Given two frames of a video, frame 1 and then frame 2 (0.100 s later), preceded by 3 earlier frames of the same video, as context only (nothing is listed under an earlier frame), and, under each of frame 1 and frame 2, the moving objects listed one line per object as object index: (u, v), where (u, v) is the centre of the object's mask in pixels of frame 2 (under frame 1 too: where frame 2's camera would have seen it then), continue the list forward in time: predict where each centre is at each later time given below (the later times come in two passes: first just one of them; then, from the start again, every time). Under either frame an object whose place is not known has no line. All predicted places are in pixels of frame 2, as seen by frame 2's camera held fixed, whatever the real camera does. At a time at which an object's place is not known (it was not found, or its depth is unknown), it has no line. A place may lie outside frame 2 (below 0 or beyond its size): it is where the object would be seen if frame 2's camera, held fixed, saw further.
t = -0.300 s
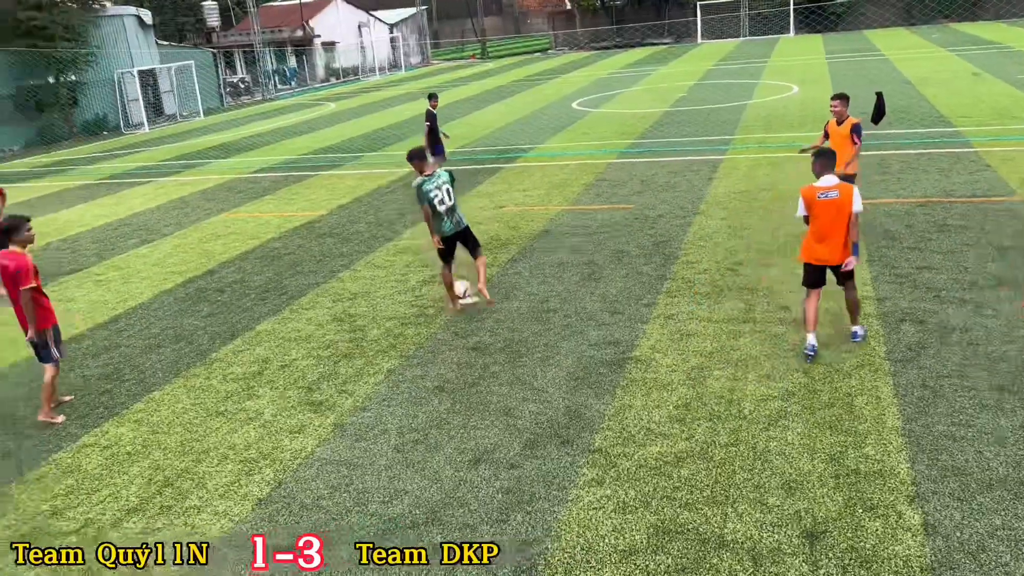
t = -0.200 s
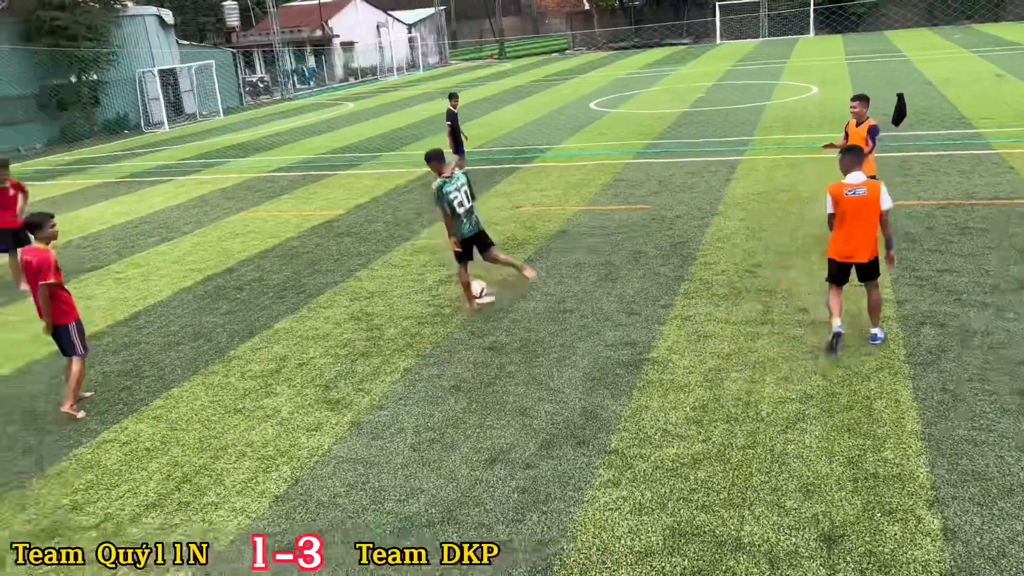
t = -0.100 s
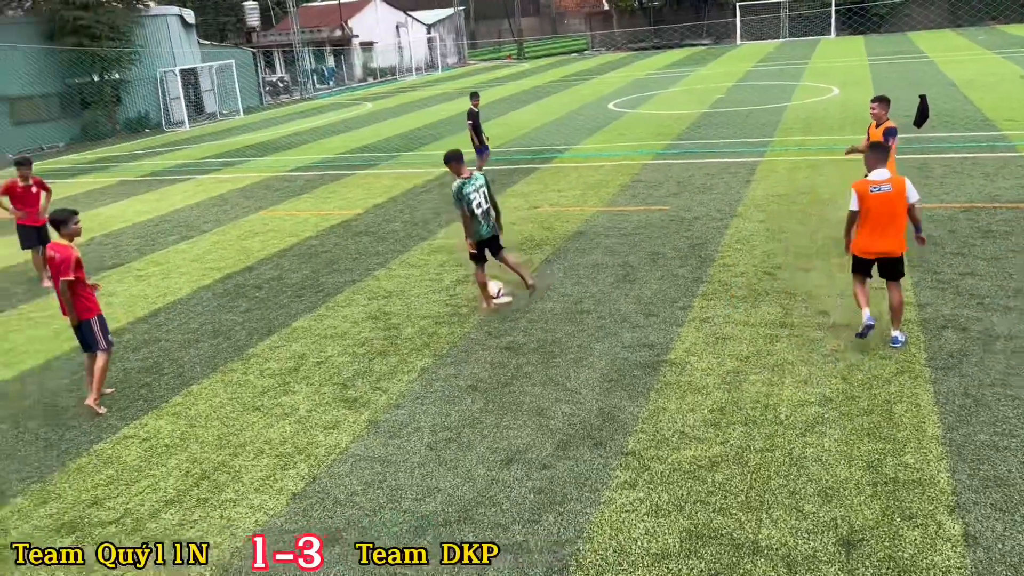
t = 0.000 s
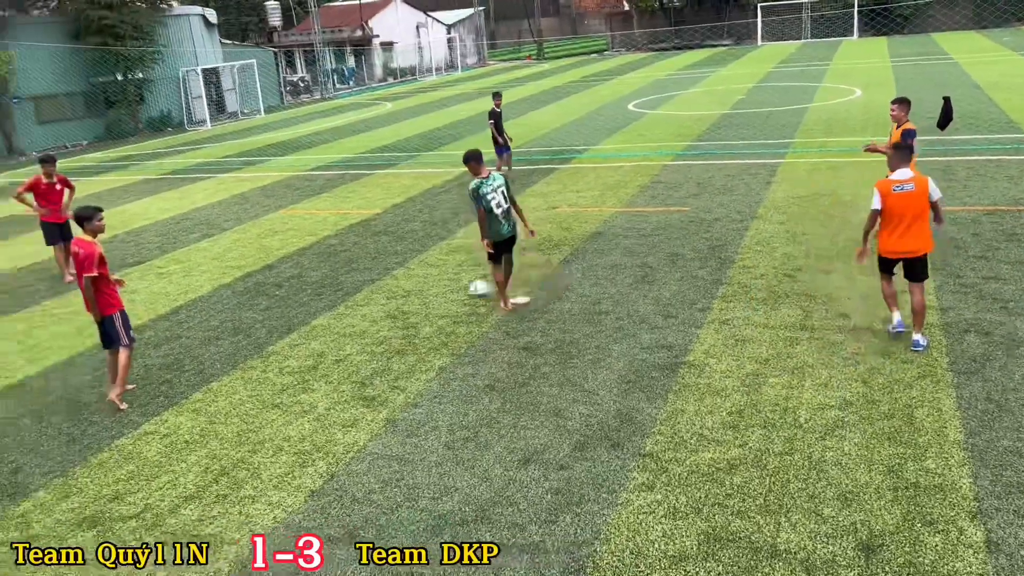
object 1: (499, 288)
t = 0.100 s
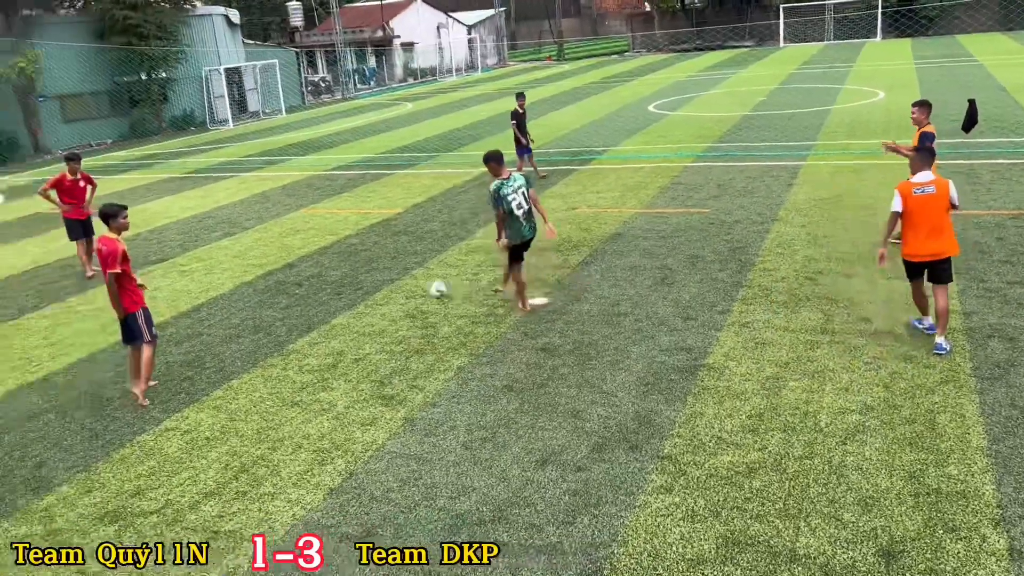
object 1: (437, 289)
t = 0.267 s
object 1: (357, 288)
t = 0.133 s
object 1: (420, 289)
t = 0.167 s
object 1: (404, 288)
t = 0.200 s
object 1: (387, 287)
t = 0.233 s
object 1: (372, 286)
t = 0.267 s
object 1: (357, 288)
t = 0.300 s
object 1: (344, 288)
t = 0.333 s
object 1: (330, 287)
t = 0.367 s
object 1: (318, 286)
